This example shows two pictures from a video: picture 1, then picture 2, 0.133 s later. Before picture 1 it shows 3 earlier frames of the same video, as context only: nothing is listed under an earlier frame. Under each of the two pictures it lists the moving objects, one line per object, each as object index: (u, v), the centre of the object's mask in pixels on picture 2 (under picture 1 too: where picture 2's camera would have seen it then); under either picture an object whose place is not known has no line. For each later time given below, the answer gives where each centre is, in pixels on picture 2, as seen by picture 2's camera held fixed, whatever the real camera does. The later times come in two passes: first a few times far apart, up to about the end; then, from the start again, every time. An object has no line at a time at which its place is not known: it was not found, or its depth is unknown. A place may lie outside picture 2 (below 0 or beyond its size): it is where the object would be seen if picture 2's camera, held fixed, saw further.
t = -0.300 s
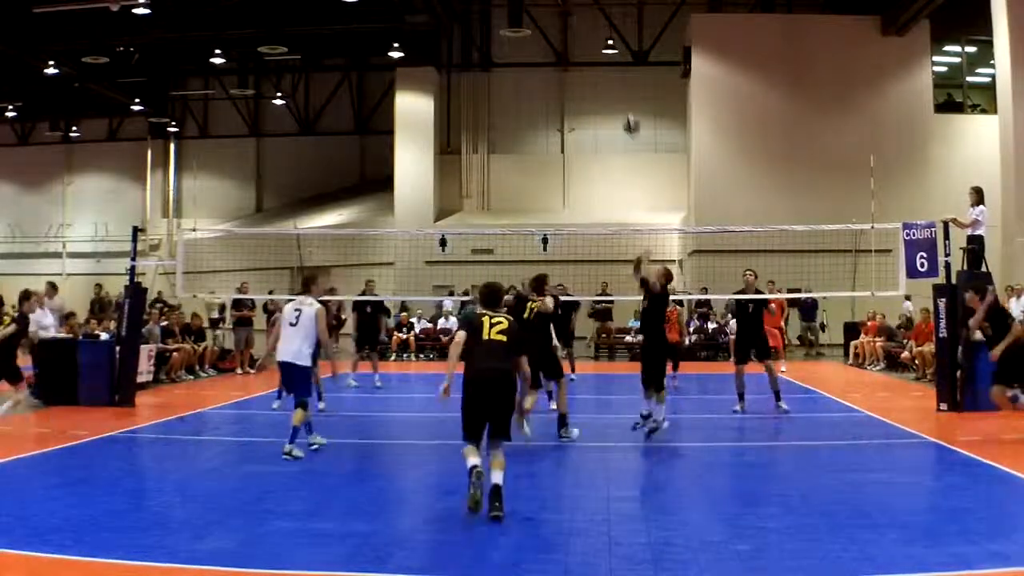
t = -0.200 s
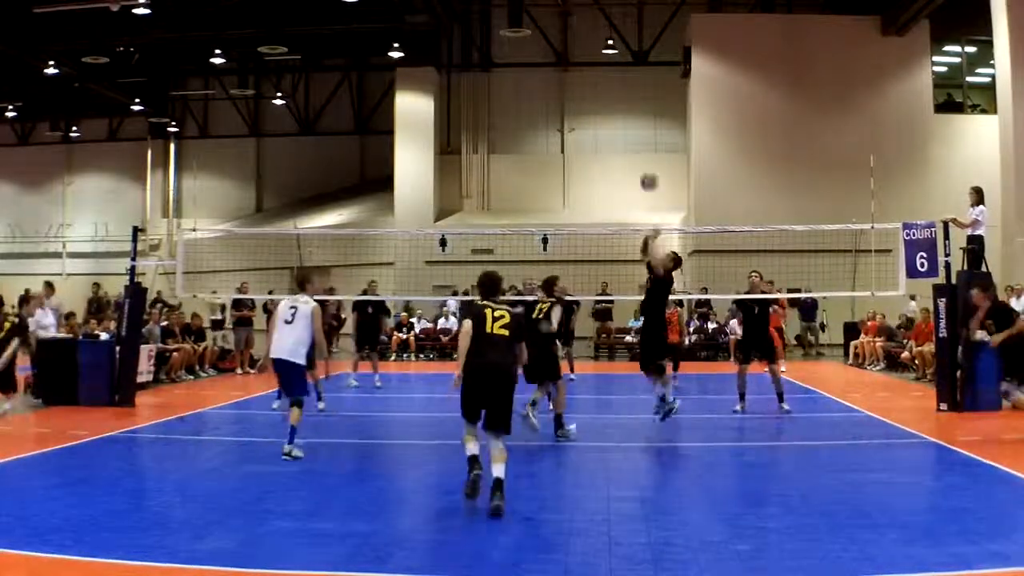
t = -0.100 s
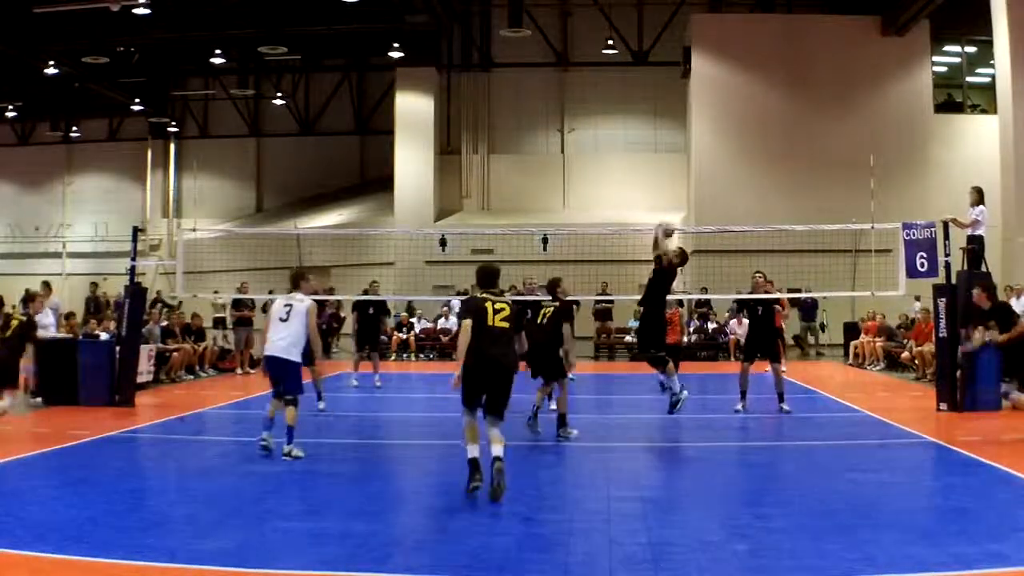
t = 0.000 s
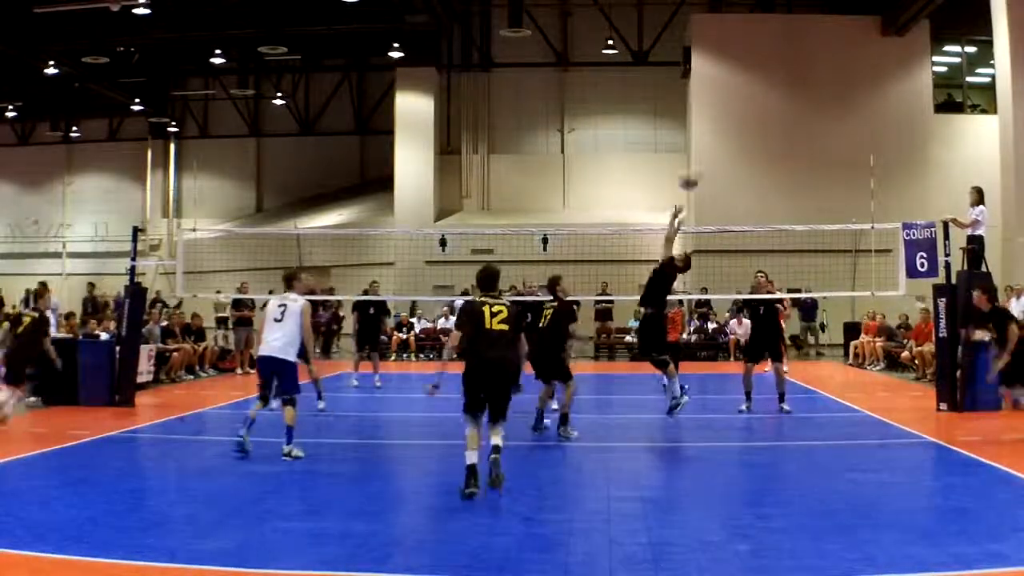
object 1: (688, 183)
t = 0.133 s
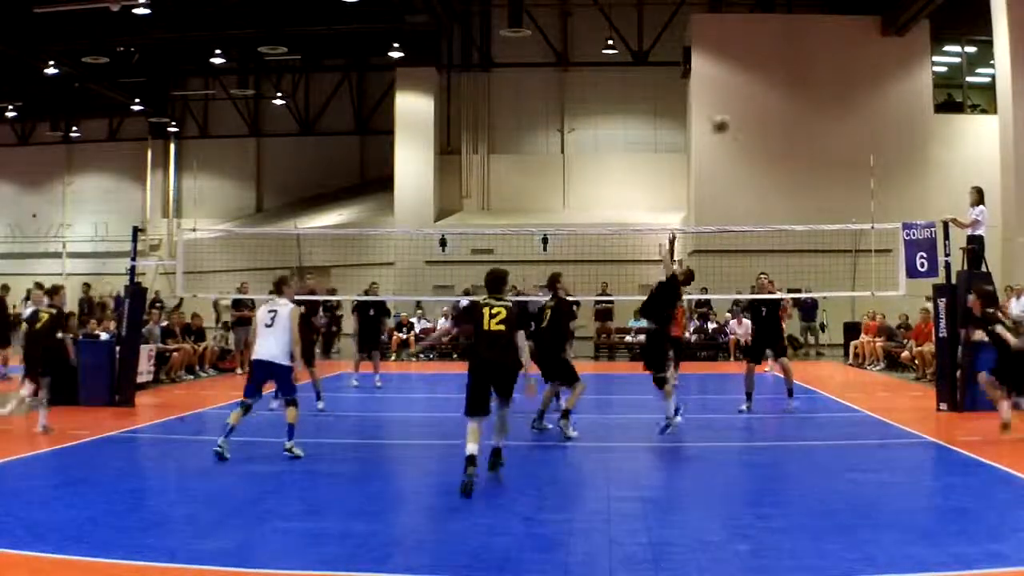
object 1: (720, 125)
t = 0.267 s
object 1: (752, 85)
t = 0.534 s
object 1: (809, 54)
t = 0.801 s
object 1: (863, 85)
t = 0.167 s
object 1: (727, 113)
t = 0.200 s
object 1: (736, 102)
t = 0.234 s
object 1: (744, 93)
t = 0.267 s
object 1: (752, 85)
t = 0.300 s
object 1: (759, 76)
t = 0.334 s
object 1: (765, 70)
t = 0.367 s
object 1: (773, 66)
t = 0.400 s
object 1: (780, 63)
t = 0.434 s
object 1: (787, 59)
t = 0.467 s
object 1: (794, 55)
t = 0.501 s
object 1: (802, 54)
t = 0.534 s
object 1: (809, 54)
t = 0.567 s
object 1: (816, 55)
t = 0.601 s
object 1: (823, 57)
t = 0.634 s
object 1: (830, 59)
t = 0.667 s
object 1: (836, 62)
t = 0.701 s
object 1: (843, 66)
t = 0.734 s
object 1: (850, 72)
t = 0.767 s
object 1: (857, 79)
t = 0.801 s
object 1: (863, 85)
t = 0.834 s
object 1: (870, 93)
